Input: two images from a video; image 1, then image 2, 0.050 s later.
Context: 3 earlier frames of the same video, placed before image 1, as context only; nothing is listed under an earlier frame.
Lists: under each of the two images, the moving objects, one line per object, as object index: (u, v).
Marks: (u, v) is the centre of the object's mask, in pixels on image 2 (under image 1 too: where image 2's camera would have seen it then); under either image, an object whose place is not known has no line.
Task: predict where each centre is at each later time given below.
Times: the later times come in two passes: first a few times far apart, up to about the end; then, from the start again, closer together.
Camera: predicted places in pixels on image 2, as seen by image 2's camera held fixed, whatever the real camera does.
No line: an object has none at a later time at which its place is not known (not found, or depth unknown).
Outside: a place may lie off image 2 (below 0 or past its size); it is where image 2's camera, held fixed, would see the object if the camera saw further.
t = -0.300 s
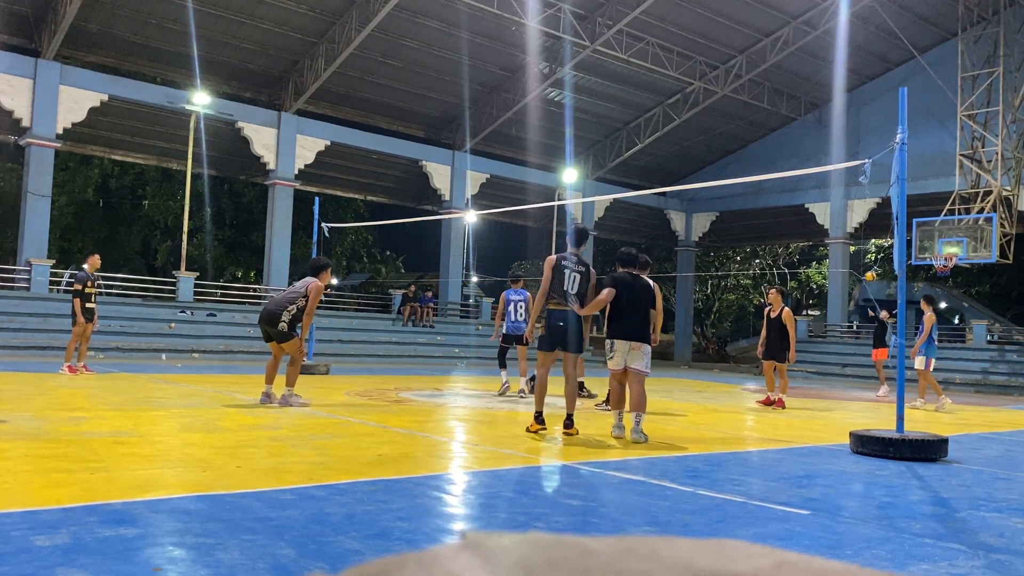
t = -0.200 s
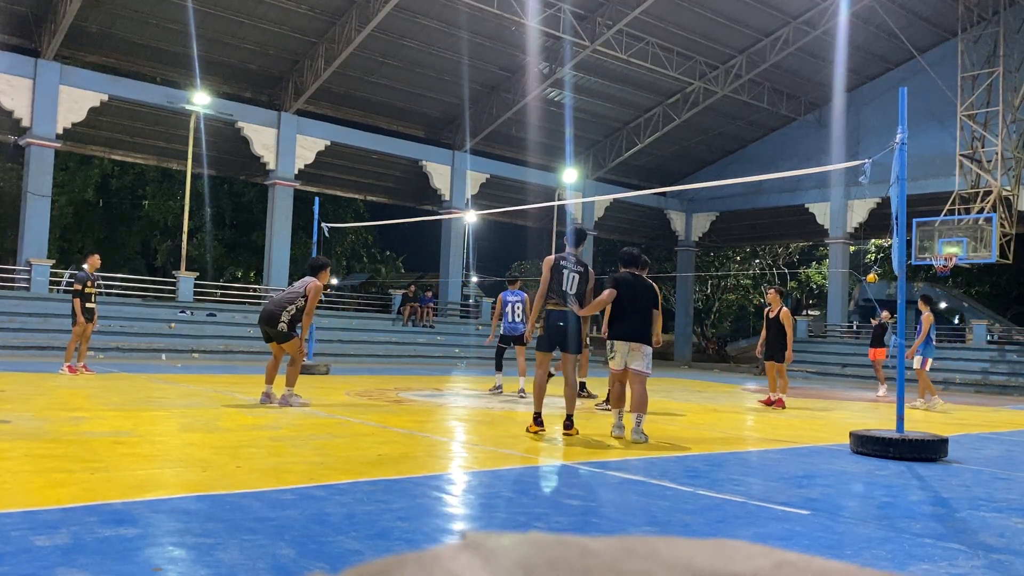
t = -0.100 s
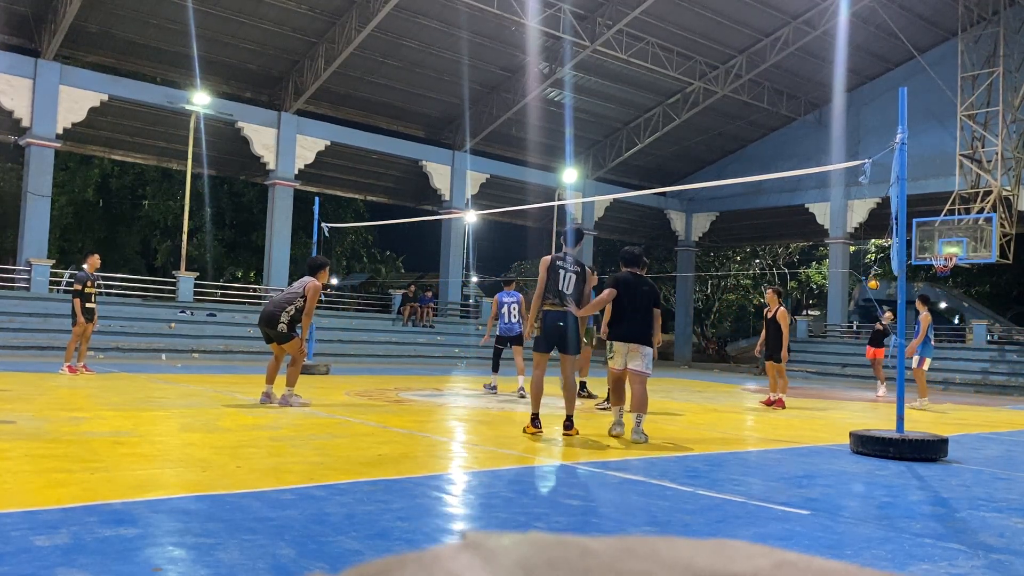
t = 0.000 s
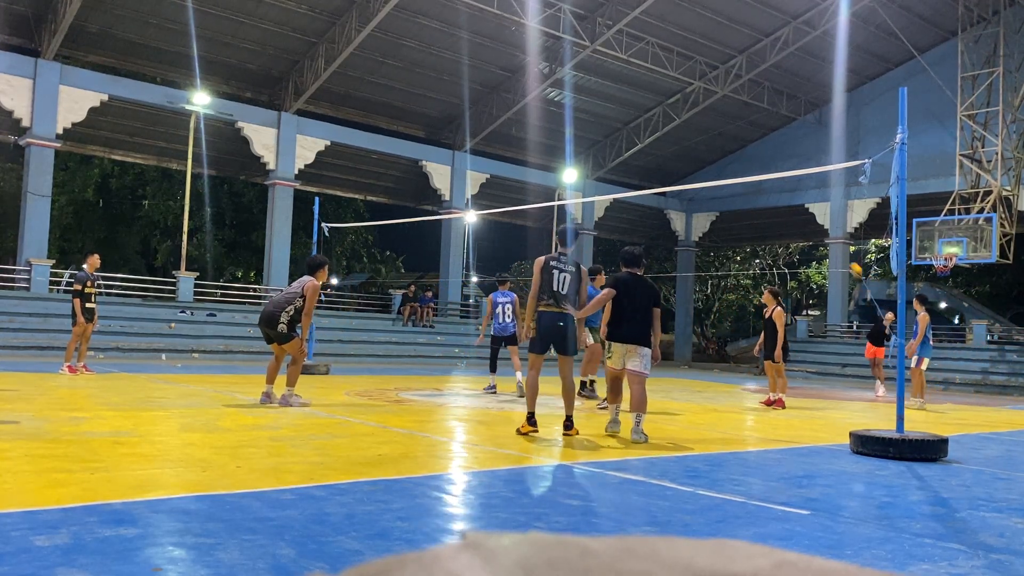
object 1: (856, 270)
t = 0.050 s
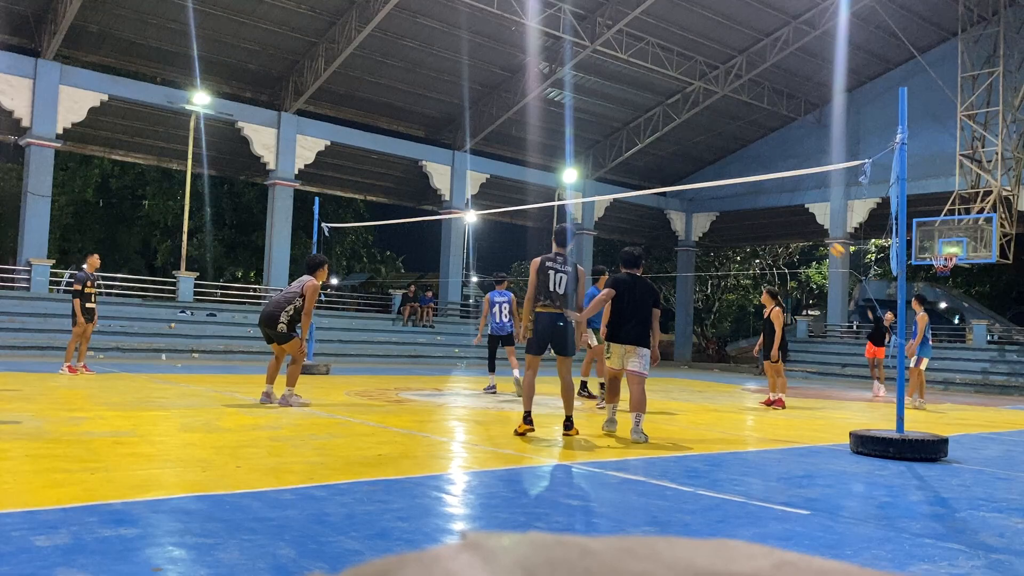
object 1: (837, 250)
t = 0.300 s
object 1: (736, 159)
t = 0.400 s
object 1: (688, 127)
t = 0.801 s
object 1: (452, 40)
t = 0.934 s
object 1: (345, 30)
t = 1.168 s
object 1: (103, 56)
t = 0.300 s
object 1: (736, 159)
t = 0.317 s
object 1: (727, 153)
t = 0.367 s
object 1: (704, 137)
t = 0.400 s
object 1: (688, 127)
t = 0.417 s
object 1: (680, 122)
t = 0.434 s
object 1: (672, 118)
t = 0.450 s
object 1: (662, 113)
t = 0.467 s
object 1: (654, 108)
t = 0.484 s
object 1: (645, 104)
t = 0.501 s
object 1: (636, 99)
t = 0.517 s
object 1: (628, 95)
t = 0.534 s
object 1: (619, 91)
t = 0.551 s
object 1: (609, 87)
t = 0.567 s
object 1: (600, 83)
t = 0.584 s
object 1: (591, 79)
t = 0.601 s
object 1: (582, 76)
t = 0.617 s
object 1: (572, 71)
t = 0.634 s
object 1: (561, 68)
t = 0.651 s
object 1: (551, 65)
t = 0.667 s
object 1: (541, 61)
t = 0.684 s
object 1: (530, 58)
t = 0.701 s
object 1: (519, 55)
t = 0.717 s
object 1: (509, 52)
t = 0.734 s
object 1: (498, 49)
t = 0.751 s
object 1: (487, 46)
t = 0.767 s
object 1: (475, 44)
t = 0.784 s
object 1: (464, 42)
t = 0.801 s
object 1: (452, 40)
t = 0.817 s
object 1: (440, 37)
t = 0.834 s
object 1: (427, 36)
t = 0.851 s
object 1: (414, 35)
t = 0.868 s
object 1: (401, 34)
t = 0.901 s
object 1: (374, 31)
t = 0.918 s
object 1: (360, 31)
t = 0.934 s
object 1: (345, 30)
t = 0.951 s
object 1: (331, 31)
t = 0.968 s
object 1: (315, 31)
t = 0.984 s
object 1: (299, 31)
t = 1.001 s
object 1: (284, 31)
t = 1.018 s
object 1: (268, 32)
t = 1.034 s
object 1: (251, 33)
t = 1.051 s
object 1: (234, 35)
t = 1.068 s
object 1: (217, 37)
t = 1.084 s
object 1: (199, 39)
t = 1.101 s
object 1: (180, 42)
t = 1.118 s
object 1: (162, 45)
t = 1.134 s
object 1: (143, 49)
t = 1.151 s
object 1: (123, 52)
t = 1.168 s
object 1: (103, 56)
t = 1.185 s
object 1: (83, 59)
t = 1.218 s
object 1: (40, 70)
